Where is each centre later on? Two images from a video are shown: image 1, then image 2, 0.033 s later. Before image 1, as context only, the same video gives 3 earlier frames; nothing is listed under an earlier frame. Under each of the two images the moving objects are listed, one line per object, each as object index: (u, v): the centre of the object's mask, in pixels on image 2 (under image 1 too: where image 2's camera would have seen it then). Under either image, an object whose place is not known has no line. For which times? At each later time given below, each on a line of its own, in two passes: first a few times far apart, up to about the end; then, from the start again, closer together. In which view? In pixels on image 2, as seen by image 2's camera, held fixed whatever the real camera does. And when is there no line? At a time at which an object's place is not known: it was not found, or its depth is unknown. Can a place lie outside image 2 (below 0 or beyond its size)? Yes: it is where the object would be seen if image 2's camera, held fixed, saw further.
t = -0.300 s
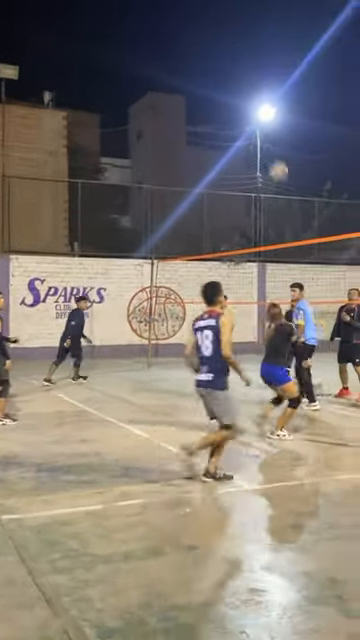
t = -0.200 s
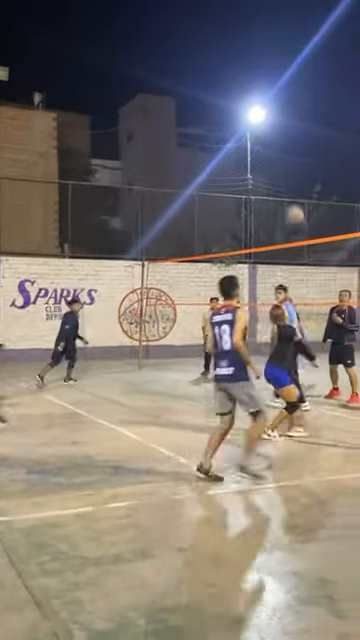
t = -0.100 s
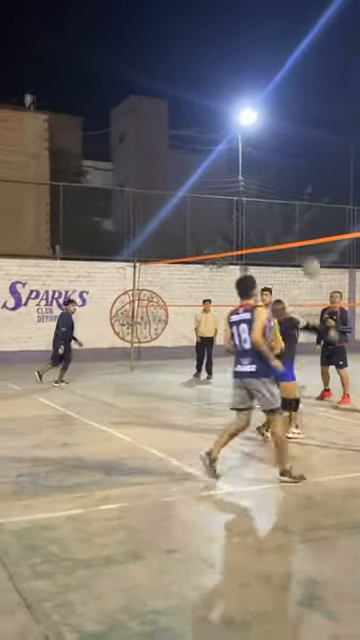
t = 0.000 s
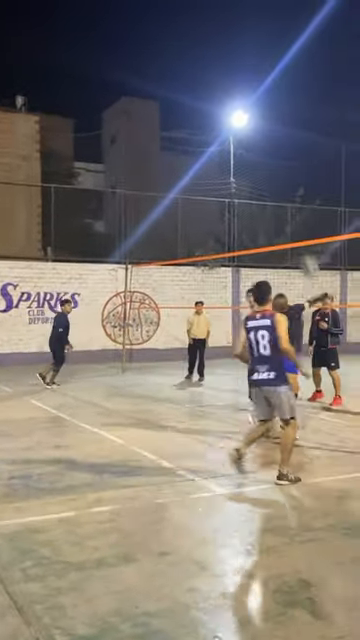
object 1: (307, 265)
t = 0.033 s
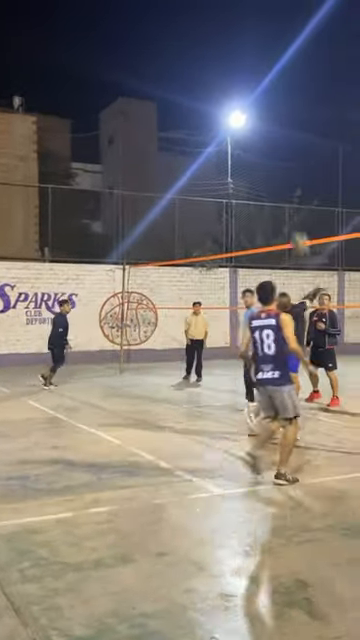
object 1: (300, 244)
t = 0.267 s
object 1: (262, 115)
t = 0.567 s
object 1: (221, 40)
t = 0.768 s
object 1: (199, 30)
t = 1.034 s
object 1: (175, 56)
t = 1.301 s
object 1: (156, 118)
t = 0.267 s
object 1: (262, 115)
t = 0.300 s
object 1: (260, 104)
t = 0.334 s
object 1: (253, 90)
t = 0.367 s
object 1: (248, 82)
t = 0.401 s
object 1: (244, 71)
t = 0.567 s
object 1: (221, 40)
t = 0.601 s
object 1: (218, 36)
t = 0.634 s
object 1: (214, 34)
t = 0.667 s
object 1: (210, 31)
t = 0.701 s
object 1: (206, 30)
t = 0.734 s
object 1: (203, 29)
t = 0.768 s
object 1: (199, 30)
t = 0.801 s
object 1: (196, 31)
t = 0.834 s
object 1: (193, 32)
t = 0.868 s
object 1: (190, 35)
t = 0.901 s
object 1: (186, 38)
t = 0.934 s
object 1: (184, 41)
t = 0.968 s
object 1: (181, 45)
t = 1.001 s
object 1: (178, 50)
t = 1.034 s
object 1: (175, 56)
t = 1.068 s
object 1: (172, 62)
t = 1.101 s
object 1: (170, 69)
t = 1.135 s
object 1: (168, 76)
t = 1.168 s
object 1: (165, 83)
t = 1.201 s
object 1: (163, 91)
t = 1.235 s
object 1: (160, 99)
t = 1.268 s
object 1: (159, 108)
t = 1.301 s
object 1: (156, 118)
